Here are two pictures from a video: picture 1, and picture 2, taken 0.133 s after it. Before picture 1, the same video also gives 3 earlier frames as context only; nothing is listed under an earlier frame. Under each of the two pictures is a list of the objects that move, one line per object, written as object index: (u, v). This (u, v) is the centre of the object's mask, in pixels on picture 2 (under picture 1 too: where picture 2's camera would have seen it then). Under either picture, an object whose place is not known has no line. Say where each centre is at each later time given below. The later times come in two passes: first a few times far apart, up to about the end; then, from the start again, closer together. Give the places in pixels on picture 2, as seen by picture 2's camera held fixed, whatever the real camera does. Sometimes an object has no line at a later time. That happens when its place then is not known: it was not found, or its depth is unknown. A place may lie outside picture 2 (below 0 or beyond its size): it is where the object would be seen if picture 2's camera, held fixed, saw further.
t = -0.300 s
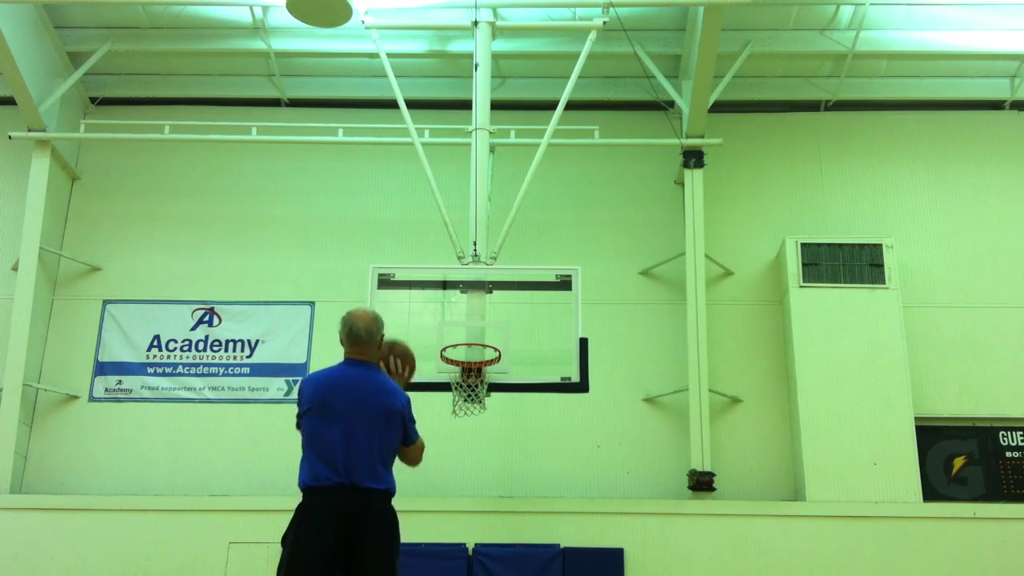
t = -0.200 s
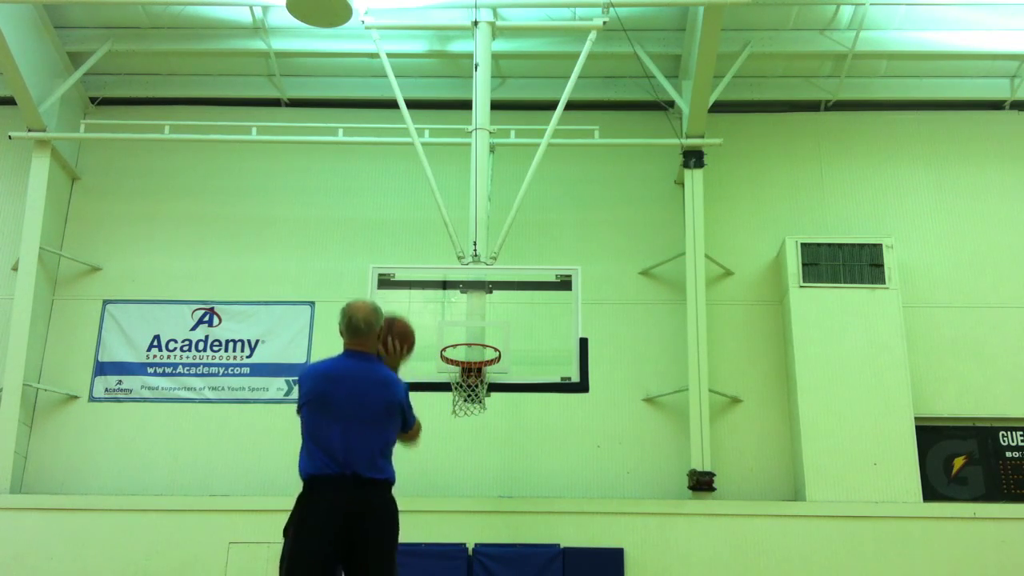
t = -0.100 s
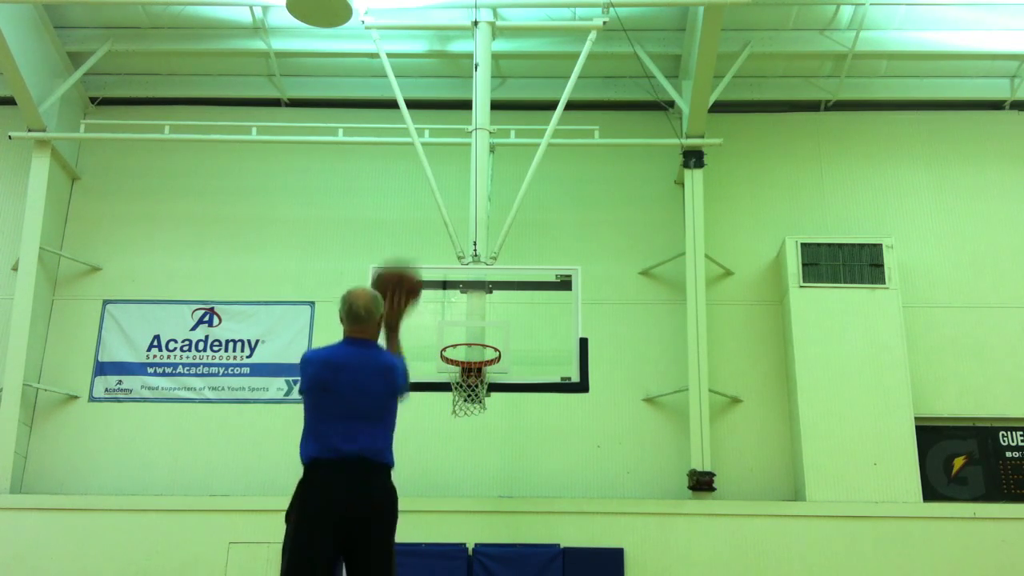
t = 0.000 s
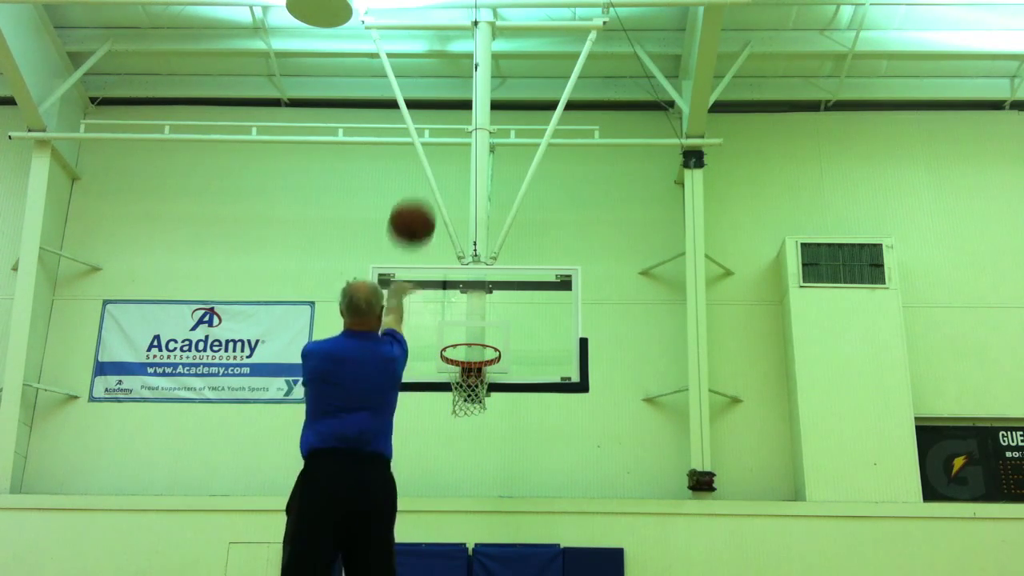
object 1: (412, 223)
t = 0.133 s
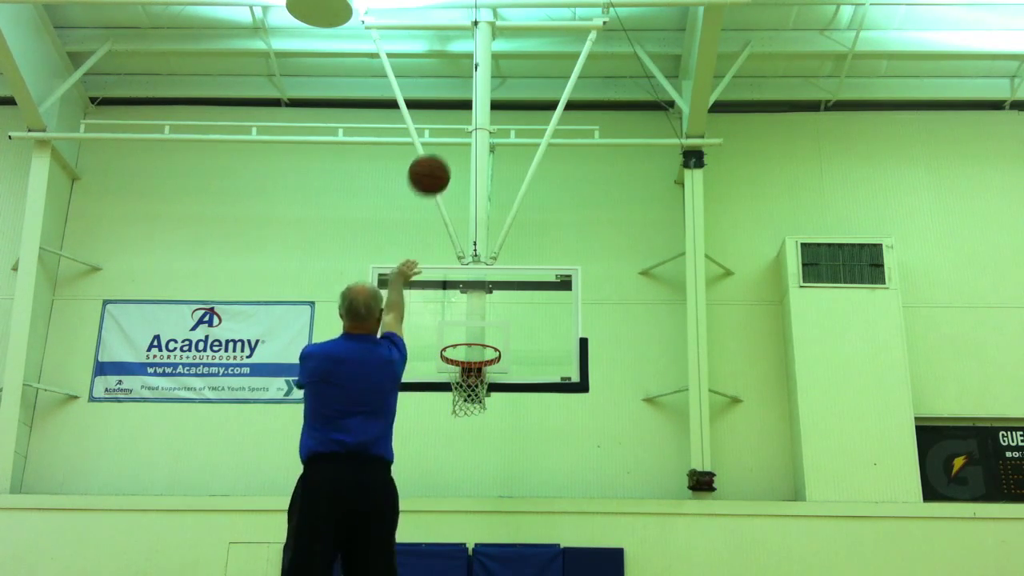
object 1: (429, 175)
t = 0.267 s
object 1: (442, 159)
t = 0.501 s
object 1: (457, 189)
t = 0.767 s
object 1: (469, 291)
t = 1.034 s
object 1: (472, 377)
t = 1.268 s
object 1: (456, 499)
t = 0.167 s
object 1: (432, 169)
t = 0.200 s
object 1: (435, 164)
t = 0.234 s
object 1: (438, 161)
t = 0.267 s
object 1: (442, 159)
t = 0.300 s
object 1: (444, 160)
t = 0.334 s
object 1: (446, 161)
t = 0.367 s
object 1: (449, 165)
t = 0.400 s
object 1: (451, 169)
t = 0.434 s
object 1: (453, 175)
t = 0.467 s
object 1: (455, 181)
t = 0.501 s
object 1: (457, 189)
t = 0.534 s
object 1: (459, 198)
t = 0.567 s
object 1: (460, 208)
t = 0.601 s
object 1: (462, 219)
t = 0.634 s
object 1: (464, 230)
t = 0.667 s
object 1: (464, 243)
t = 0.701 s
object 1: (466, 258)
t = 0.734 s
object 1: (468, 275)
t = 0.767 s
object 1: (469, 291)
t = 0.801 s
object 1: (470, 307)
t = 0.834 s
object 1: (471, 325)
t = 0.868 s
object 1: (472, 341)
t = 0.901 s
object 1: (472, 356)
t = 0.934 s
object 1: (473, 367)
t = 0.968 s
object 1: (472, 373)
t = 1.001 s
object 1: (471, 376)
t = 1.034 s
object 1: (472, 377)
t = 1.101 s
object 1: (465, 417)
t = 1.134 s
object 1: (464, 429)
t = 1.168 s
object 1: (462, 445)
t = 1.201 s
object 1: (460, 460)
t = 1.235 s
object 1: (458, 479)
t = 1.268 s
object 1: (456, 499)
